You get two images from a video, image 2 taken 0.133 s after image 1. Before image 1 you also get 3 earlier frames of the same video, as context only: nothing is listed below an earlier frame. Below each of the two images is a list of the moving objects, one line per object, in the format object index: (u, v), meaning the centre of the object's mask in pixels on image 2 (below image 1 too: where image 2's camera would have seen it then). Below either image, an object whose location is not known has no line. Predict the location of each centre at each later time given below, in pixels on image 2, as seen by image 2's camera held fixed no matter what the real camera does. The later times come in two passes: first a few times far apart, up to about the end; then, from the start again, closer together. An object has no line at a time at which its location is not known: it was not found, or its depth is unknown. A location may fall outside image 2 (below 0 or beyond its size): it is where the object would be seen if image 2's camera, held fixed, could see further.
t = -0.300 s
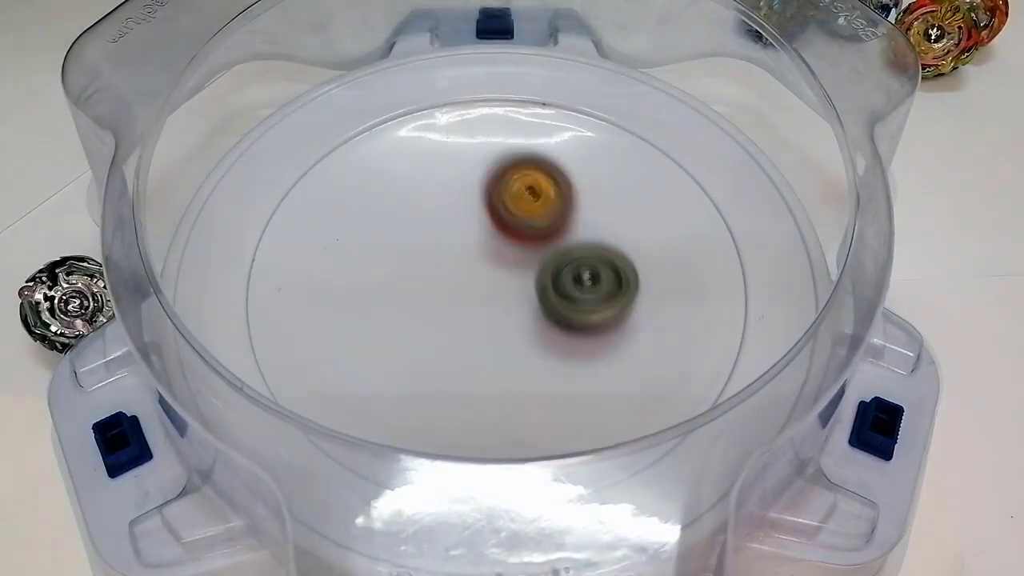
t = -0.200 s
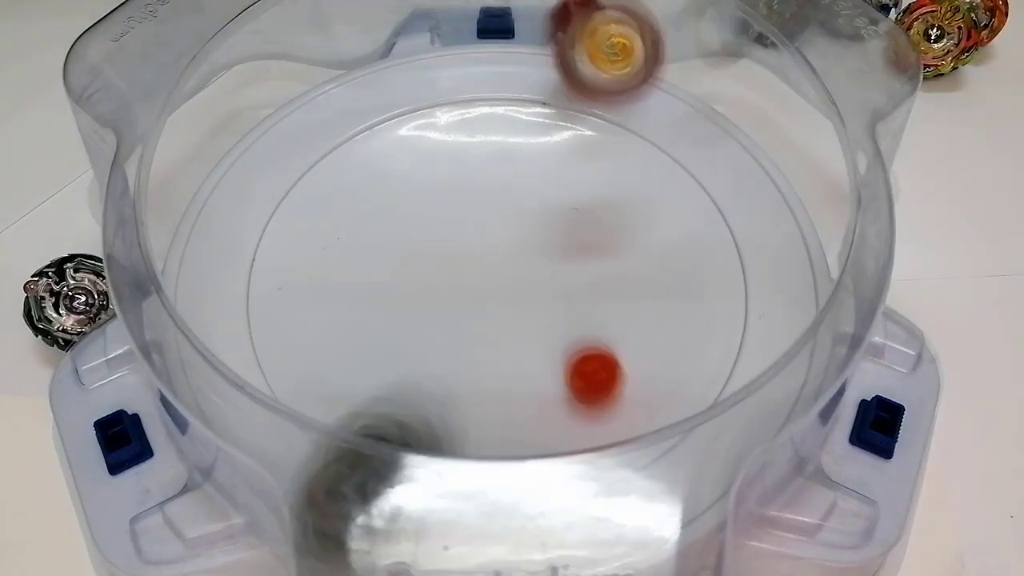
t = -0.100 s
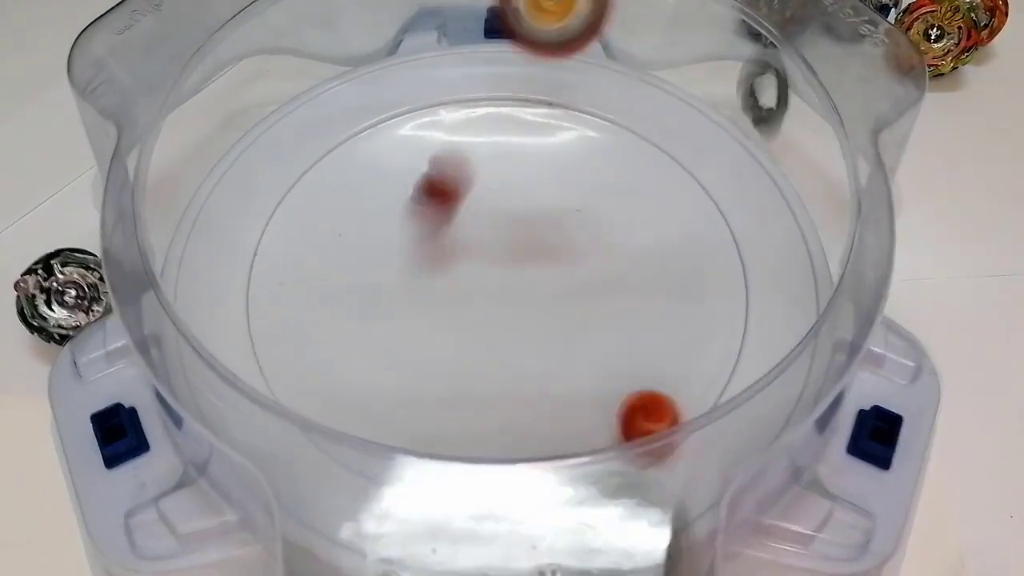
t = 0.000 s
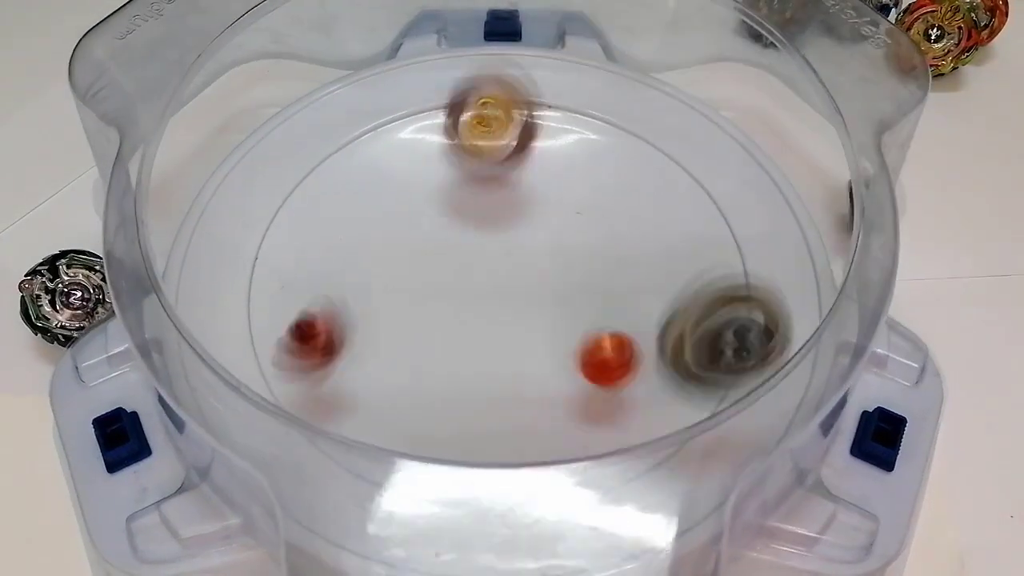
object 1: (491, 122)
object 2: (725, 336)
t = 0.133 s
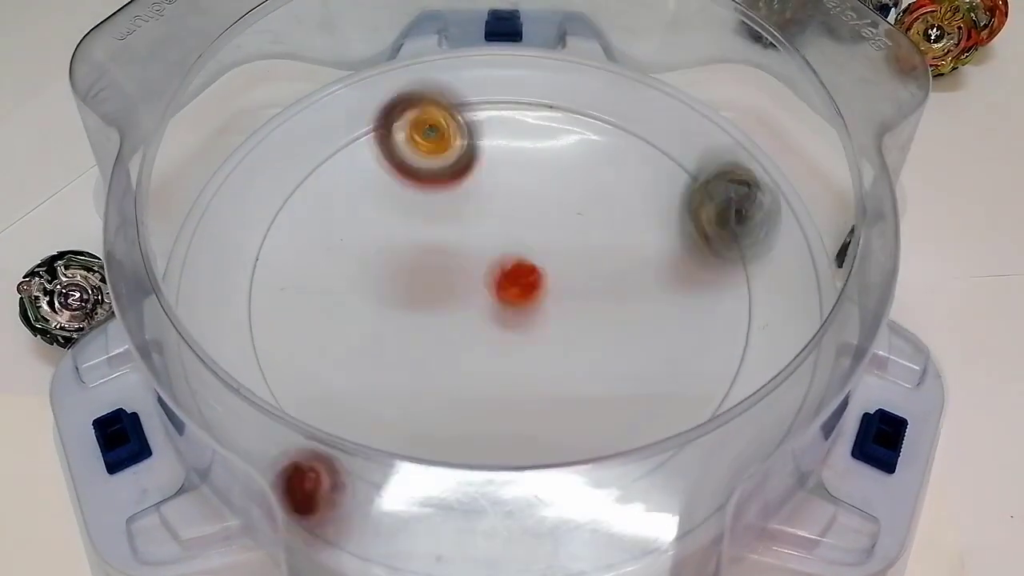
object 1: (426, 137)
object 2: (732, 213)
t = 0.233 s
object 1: (388, 259)
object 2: (685, 48)
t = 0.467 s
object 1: (235, 395)
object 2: (576, 244)
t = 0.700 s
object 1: (519, 167)
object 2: (766, 108)
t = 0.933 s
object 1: (637, 34)
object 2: (768, 110)
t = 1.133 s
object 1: (564, 204)
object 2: (768, 110)
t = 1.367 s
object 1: (376, 238)
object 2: (768, 109)
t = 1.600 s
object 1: (302, 307)
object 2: (768, 110)
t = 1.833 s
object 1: (538, 345)
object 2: (769, 110)
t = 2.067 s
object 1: (661, 247)
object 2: (769, 110)
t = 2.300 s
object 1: (619, 238)
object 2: (769, 110)
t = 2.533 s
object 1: (619, 238)
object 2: (769, 110)
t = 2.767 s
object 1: (619, 238)
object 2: (769, 110)
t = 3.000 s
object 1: (619, 238)
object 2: (769, 110)
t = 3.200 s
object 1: (619, 238)
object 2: (769, 110)
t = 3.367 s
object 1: (619, 238)
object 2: (769, 110)
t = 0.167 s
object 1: (410, 159)
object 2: (722, 130)
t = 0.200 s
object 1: (397, 204)
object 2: (702, 86)
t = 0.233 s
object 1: (388, 259)
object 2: (685, 48)
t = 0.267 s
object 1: (382, 298)
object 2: (664, 41)
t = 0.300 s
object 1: (383, 291)
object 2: (627, 105)
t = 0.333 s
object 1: (384, 297)
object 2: (577, 174)
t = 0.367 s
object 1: (390, 318)
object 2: (521, 222)
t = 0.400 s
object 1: (386, 351)
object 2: (477, 291)
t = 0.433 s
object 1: (315, 366)
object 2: (522, 275)
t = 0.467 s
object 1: (235, 395)
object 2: (576, 244)
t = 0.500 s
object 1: (260, 382)
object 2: (626, 218)
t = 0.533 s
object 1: (306, 375)
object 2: (665, 186)
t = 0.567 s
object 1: (352, 345)
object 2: (694, 158)
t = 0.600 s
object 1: (396, 304)
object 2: (719, 138)
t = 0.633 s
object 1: (445, 276)
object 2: (737, 122)
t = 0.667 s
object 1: (481, 230)
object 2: (752, 110)
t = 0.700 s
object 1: (519, 167)
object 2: (766, 108)
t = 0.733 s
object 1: (551, 110)
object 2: (771, 119)
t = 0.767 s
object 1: (585, 77)
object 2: (773, 117)
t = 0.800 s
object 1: (614, 57)
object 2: (770, 112)
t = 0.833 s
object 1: (639, 54)
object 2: (769, 110)
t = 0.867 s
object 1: (645, 33)
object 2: (768, 109)
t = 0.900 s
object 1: (644, 29)
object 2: (768, 110)
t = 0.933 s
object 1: (637, 34)
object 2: (768, 110)
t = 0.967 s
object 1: (624, 69)
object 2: (768, 110)
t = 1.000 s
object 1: (616, 111)
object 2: (768, 110)
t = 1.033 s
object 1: (595, 186)
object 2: (768, 110)
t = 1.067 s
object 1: (587, 193)
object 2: (768, 110)
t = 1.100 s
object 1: (582, 204)
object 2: (768, 110)
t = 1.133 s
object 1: (564, 204)
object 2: (768, 110)
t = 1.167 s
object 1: (542, 186)
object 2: (768, 109)
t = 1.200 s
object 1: (513, 178)
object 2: (768, 109)
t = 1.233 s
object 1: (485, 186)
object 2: (768, 109)
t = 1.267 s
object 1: (460, 206)
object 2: (768, 109)
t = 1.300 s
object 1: (430, 226)
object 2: (768, 109)
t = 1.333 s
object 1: (406, 231)
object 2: (768, 109)
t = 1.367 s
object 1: (376, 238)
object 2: (768, 109)
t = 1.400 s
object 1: (352, 242)
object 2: (768, 109)
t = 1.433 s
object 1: (330, 259)
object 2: (768, 109)
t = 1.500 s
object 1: (315, 270)
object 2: (769, 109)
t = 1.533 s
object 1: (302, 295)
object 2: (768, 109)
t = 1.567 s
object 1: (301, 295)
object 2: (769, 110)
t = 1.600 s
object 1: (302, 307)
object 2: (768, 110)
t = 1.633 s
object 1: (308, 338)
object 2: (769, 110)
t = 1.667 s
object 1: (331, 361)
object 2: (769, 110)
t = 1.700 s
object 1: (364, 367)
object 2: (769, 110)
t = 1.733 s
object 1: (407, 370)
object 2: (769, 110)
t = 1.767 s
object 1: (455, 367)
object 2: (769, 110)
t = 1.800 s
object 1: (497, 356)
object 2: (769, 110)
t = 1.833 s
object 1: (538, 345)
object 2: (769, 110)
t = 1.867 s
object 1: (573, 330)
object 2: (769, 110)
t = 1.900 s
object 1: (602, 316)
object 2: (769, 110)
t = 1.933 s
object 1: (627, 297)
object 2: (769, 110)
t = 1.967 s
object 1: (645, 283)
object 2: (769, 110)
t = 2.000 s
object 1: (655, 269)
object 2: (769, 110)
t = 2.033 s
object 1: (661, 257)
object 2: (769, 110)
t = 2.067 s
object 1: (661, 247)
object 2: (769, 110)
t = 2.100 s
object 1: (655, 240)
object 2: (769, 110)
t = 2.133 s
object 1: (647, 237)
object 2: (769, 110)
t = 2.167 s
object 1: (637, 236)
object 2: (769, 110)
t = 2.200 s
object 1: (628, 236)
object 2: (769, 110)
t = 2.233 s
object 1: (622, 237)
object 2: (769, 110)
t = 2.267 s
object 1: (619, 238)
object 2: (769, 110)
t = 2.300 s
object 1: (619, 238)
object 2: (769, 110)
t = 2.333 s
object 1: (619, 238)
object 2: (769, 110)
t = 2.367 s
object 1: (619, 238)
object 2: (769, 110)
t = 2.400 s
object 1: (619, 238)
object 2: (769, 110)
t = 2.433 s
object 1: (619, 238)
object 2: (769, 110)
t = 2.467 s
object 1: (619, 238)
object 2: (769, 110)
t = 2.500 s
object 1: (619, 238)
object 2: (769, 110)
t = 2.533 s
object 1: (619, 238)
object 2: (769, 110)
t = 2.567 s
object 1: (619, 238)
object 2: (769, 110)
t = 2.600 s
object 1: (619, 238)
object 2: (769, 110)
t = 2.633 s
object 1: (619, 238)
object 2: (769, 110)
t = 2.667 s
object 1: (619, 238)
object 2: (769, 110)
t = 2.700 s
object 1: (619, 238)
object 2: (769, 110)
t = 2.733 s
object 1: (619, 238)
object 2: (769, 110)
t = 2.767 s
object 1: (619, 238)
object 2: (769, 110)
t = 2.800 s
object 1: (619, 238)
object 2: (769, 110)
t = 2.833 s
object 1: (619, 238)
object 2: (769, 110)
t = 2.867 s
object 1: (619, 238)
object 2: (769, 110)
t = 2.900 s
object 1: (619, 238)
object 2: (769, 110)
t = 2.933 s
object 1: (619, 238)
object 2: (769, 110)
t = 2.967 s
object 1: (619, 238)
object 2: (769, 110)
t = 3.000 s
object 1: (619, 238)
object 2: (769, 110)
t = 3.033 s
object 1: (619, 238)
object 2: (769, 110)
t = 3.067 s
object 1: (619, 238)
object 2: (769, 110)
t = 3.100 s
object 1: (619, 238)
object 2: (769, 110)
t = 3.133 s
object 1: (619, 238)
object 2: (769, 110)
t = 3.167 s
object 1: (619, 238)
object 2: (769, 110)
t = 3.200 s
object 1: (619, 238)
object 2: (769, 110)
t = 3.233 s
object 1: (619, 238)
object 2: (769, 110)
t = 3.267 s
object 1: (619, 238)
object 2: (769, 110)
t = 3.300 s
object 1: (619, 238)
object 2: (769, 110)
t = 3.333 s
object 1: (619, 238)
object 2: (769, 110)
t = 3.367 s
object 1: (619, 238)
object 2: (769, 110)
